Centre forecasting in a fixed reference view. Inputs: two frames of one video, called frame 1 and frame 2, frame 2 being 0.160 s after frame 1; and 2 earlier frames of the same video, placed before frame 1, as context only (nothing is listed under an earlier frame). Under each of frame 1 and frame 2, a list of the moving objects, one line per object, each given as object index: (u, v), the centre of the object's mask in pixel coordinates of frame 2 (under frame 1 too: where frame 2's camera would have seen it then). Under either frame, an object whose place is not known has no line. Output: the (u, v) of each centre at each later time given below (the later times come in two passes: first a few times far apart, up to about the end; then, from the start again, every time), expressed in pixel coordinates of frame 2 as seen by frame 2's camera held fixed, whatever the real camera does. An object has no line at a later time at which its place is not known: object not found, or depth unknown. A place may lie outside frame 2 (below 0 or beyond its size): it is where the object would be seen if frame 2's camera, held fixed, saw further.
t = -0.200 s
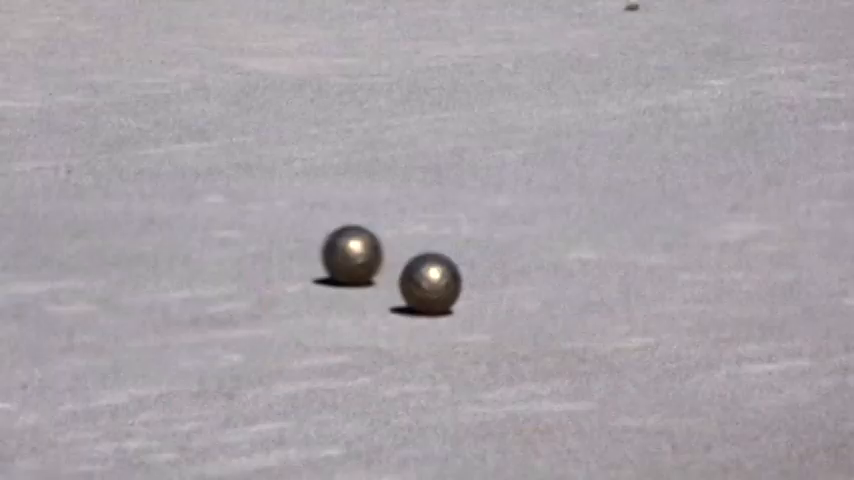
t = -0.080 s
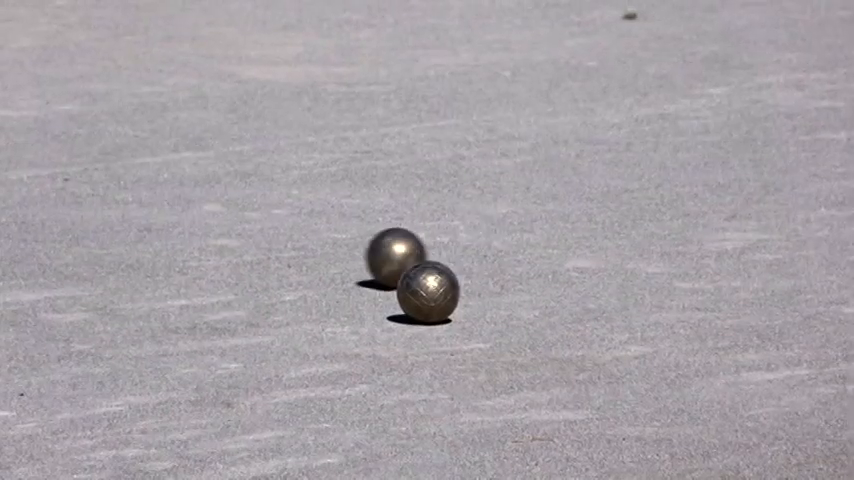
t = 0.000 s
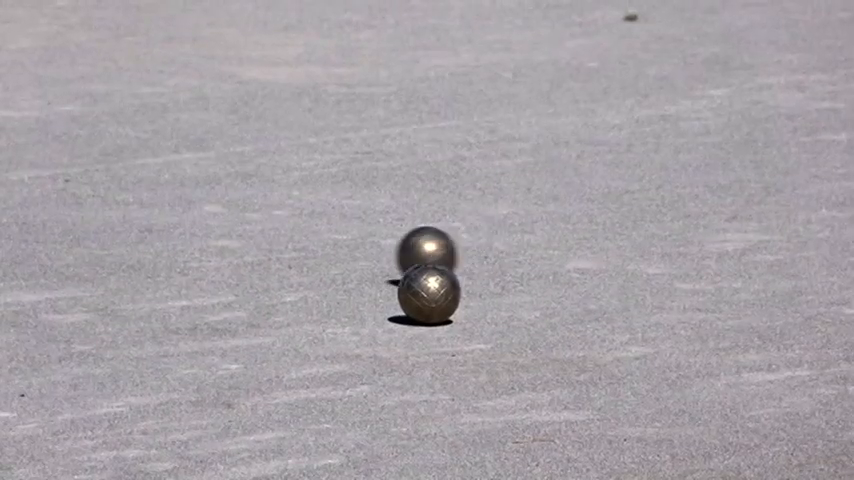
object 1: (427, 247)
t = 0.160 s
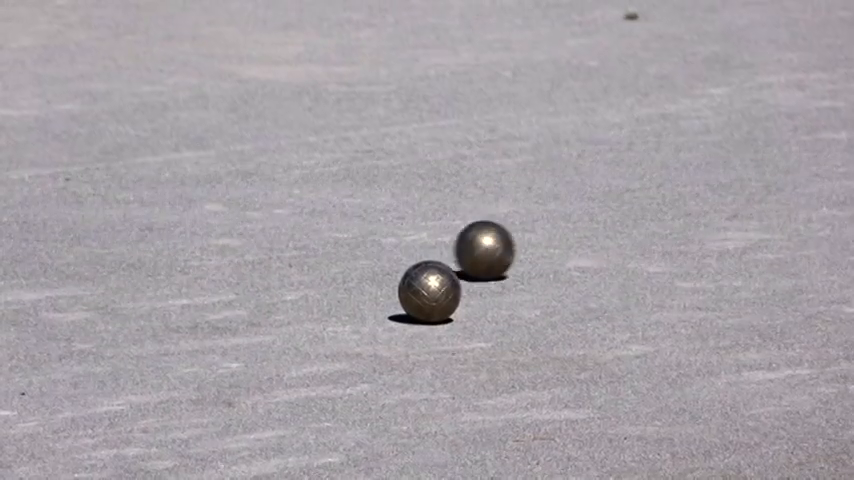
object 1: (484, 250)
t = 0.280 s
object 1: (522, 246)
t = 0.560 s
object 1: (600, 239)
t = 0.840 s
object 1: (665, 234)
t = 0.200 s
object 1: (497, 248)
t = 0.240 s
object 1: (510, 246)
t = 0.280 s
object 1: (522, 246)
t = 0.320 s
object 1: (535, 245)
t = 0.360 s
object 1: (547, 244)
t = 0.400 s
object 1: (558, 243)
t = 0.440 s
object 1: (569, 243)
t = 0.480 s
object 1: (580, 241)
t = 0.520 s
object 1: (590, 240)
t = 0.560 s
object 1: (600, 239)
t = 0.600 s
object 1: (609, 238)
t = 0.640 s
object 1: (618, 238)
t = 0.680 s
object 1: (628, 237)
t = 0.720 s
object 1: (637, 237)
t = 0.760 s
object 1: (647, 236)
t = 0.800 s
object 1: (656, 235)
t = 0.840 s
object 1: (665, 234)
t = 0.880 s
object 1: (674, 233)
